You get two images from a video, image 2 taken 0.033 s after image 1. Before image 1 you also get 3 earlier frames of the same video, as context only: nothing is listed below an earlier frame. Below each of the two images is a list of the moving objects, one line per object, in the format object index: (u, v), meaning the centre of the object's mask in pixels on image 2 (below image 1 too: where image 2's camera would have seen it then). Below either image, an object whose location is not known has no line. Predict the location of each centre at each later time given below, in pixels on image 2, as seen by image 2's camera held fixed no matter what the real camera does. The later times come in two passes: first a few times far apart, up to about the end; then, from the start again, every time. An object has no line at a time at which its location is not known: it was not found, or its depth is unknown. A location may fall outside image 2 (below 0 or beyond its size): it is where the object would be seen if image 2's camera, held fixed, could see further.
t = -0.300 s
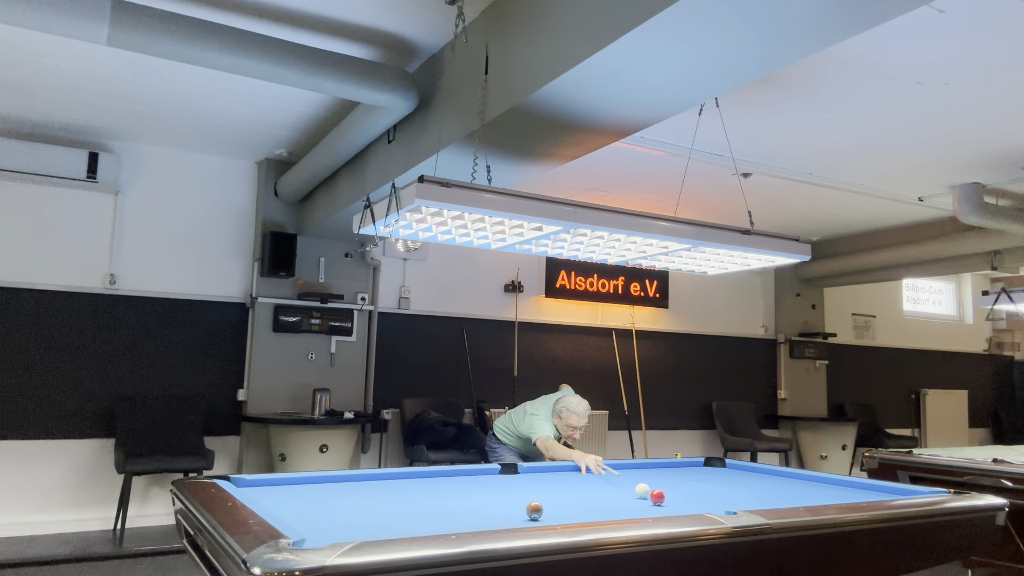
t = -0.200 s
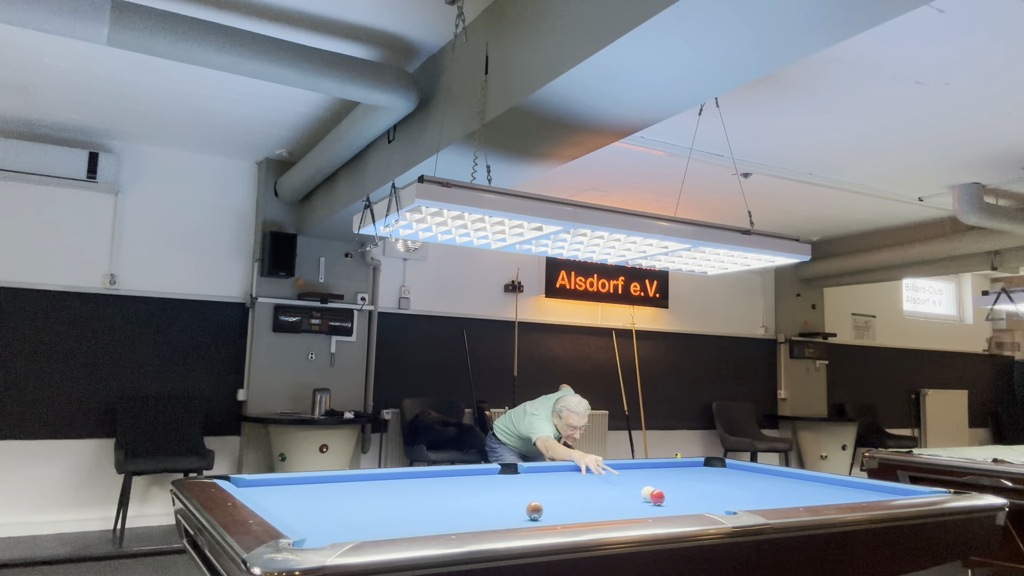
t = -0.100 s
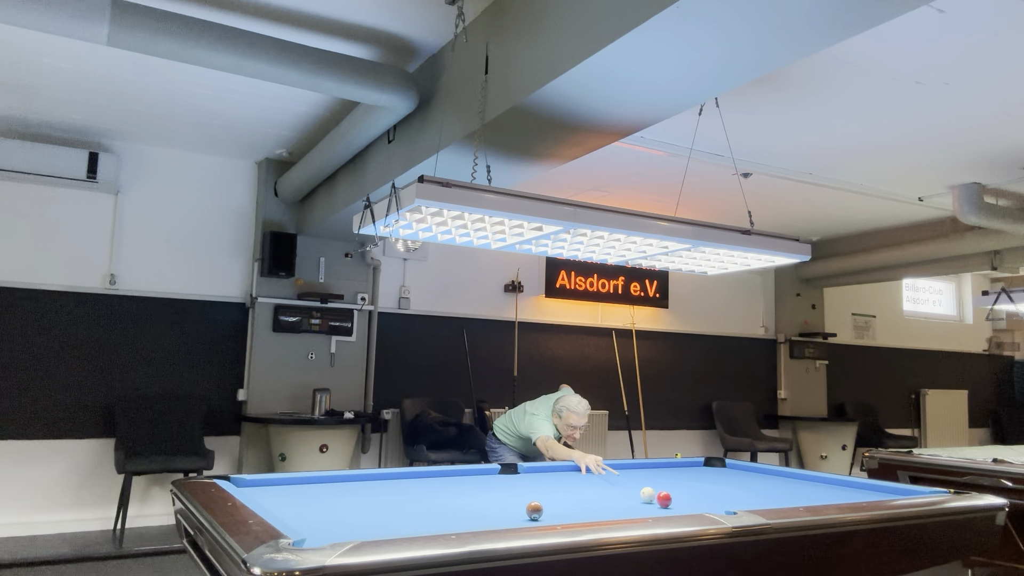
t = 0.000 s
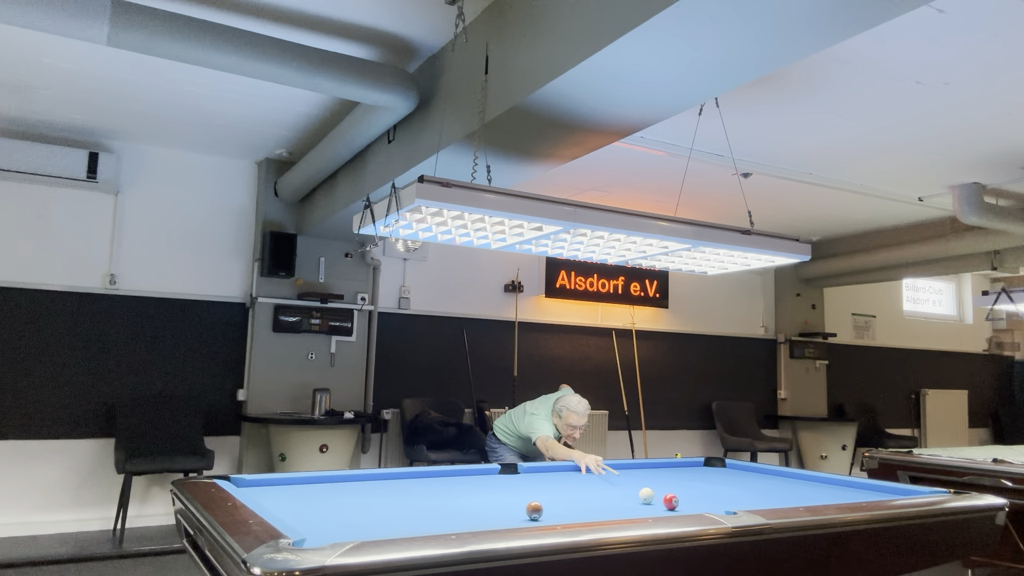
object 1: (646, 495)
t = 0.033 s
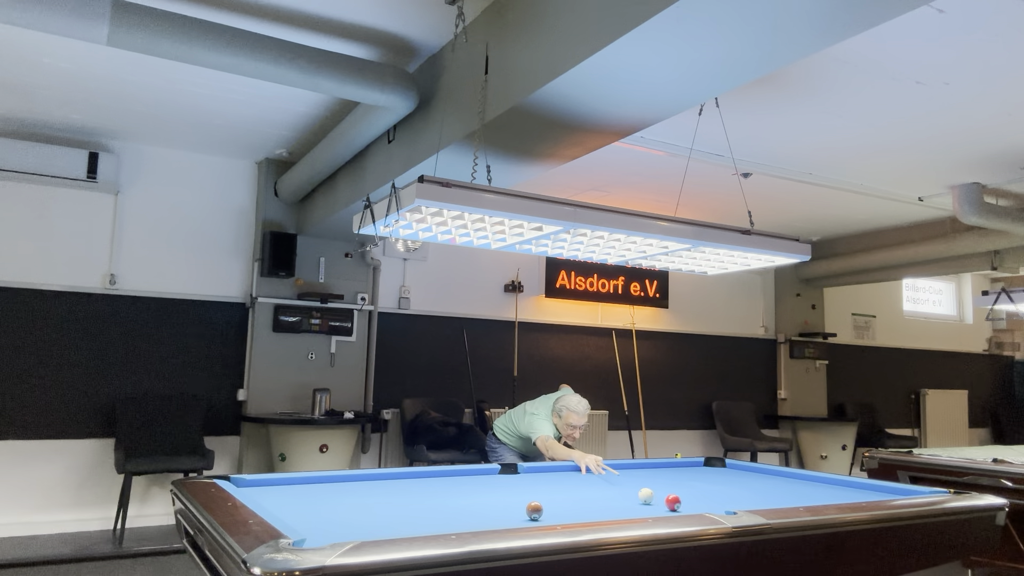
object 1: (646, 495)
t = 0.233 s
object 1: (643, 497)
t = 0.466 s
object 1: (640, 499)
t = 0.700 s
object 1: (638, 500)
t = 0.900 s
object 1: (635, 501)
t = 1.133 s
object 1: (633, 502)
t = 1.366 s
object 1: (631, 503)
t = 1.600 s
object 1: (629, 504)
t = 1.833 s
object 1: (628, 504)
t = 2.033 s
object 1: (626, 505)
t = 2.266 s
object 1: (626, 505)
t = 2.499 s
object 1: (626, 505)
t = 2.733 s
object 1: (626, 505)
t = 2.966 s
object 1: (626, 505)
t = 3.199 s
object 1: (626, 505)
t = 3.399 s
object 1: (626, 505)
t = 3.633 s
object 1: (626, 505)
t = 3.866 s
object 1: (626, 505)
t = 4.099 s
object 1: (626, 505)
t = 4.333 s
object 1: (626, 505)
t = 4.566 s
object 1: (626, 505)
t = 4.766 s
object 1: (626, 505)
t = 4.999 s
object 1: (626, 505)
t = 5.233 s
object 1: (626, 505)
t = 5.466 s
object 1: (626, 505)
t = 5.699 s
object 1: (626, 505)
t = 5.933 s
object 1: (625, 505)
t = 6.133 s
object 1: (626, 505)
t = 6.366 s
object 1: (626, 505)
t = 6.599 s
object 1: (626, 505)
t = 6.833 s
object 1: (626, 505)
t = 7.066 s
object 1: (626, 505)
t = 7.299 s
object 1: (626, 505)
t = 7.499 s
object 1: (626, 505)
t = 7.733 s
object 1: (626, 505)
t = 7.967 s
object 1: (626, 505)
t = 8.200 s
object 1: (626, 505)
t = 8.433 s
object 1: (626, 505)
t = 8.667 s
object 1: (626, 505)
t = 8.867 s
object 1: (626, 505)
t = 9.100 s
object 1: (626, 505)
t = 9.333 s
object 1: (626, 505)
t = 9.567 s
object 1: (626, 505)
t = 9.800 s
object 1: (626, 505)
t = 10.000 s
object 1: (626, 505)
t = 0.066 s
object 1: (645, 496)
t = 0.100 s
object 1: (645, 496)
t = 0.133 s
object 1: (645, 496)
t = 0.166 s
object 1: (644, 497)
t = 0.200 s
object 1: (644, 497)
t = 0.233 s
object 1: (643, 497)
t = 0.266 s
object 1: (643, 497)
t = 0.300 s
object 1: (642, 498)
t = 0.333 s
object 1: (642, 498)
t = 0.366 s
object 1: (641, 498)
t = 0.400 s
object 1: (641, 498)
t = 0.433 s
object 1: (641, 498)
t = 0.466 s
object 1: (640, 499)
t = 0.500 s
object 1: (640, 499)
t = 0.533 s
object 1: (639, 499)
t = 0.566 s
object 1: (639, 499)
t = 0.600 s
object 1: (639, 499)
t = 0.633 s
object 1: (638, 500)
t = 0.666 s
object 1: (638, 500)
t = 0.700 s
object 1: (638, 500)
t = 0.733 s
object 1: (637, 500)
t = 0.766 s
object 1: (637, 500)
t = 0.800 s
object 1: (636, 500)
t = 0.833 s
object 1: (636, 501)
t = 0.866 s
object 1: (636, 501)
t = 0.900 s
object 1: (635, 501)
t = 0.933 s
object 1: (635, 501)
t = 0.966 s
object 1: (635, 501)
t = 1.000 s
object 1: (634, 501)
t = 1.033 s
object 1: (634, 502)
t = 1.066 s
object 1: (634, 502)
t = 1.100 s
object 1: (634, 502)
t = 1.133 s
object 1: (633, 502)
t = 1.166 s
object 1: (633, 502)
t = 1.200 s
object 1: (633, 502)
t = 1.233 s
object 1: (632, 502)
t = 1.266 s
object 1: (632, 503)
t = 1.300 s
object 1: (632, 503)
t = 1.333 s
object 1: (631, 503)
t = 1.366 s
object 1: (631, 503)
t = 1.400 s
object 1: (631, 503)
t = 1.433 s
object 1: (631, 503)
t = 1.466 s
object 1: (630, 503)
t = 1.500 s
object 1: (630, 503)
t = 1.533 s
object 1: (630, 504)
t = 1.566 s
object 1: (629, 504)
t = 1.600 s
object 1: (629, 504)
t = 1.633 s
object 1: (629, 504)
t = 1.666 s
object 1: (629, 504)
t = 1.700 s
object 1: (628, 504)
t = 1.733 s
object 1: (628, 504)
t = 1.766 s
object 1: (628, 504)
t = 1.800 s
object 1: (628, 504)
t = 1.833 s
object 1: (628, 504)
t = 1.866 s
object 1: (627, 504)
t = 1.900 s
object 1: (627, 504)
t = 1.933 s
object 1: (627, 504)
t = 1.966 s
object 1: (627, 504)
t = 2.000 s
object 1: (627, 505)
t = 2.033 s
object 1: (626, 505)
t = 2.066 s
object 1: (626, 505)
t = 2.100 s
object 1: (626, 505)
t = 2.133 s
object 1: (626, 505)
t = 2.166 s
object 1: (626, 505)
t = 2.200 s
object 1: (626, 505)
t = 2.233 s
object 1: (626, 505)
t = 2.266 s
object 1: (626, 505)
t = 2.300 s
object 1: (626, 505)
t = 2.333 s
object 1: (626, 505)
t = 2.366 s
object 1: (626, 505)
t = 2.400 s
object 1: (626, 505)
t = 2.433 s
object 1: (626, 505)
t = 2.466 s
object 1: (626, 505)
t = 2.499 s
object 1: (626, 505)
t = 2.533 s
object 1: (626, 505)
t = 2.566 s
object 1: (626, 505)
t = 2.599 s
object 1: (626, 505)
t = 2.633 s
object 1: (626, 505)
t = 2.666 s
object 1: (626, 505)
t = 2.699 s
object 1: (626, 505)
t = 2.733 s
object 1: (626, 505)
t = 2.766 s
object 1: (626, 505)
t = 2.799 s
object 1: (626, 505)
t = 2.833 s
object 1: (626, 505)
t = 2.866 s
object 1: (626, 505)
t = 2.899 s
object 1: (626, 505)
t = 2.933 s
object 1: (626, 505)
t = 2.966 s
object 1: (626, 505)
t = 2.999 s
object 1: (626, 505)
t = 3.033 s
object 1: (626, 505)
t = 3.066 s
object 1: (626, 505)
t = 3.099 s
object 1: (626, 505)
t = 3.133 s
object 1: (626, 505)
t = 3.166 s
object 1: (626, 505)
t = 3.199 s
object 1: (626, 505)
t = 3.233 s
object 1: (626, 505)
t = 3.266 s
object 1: (626, 505)
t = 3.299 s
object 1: (626, 505)
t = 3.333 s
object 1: (626, 505)
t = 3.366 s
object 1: (626, 505)
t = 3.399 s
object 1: (626, 505)
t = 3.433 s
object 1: (626, 505)
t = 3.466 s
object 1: (626, 505)
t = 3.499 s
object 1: (626, 505)
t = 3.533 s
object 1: (626, 505)
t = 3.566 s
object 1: (626, 505)
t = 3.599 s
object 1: (626, 505)
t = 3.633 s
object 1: (626, 505)
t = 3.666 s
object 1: (626, 505)
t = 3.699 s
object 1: (626, 505)
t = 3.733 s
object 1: (626, 505)
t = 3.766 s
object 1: (626, 505)
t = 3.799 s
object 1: (626, 505)
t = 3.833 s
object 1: (625, 505)
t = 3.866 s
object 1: (626, 505)
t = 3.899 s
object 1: (626, 505)
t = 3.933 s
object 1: (626, 505)
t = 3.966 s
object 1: (626, 505)
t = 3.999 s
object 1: (626, 505)
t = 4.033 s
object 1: (626, 505)
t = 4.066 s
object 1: (626, 505)
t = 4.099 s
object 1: (626, 505)
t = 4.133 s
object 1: (626, 505)
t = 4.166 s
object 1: (626, 505)
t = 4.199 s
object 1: (626, 505)
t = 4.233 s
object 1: (626, 505)
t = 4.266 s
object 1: (626, 505)
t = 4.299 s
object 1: (626, 505)
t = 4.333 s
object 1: (626, 505)
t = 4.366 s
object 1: (626, 505)
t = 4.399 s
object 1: (626, 505)
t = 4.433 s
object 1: (626, 505)
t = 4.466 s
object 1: (626, 505)
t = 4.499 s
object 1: (626, 505)
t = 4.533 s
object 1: (626, 505)
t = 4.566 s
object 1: (626, 505)
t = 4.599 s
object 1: (626, 505)
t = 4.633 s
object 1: (626, 505)
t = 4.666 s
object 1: (626, 505)
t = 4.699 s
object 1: (626, 505)
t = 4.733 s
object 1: (626, 505)
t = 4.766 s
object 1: (626, 505)
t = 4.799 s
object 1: (626, 505)
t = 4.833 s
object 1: (626, 505)
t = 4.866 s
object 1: (626, 505)
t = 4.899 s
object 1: (626, 505)
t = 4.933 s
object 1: (626, 505)
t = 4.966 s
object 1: (626, 505)
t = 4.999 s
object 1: (626, 505)
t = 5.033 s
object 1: (626, 505)
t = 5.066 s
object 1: (626, 505)
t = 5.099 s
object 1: (626, 505)
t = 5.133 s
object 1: (626, 505)
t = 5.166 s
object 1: (625, 505)
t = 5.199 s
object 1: (626, 505)
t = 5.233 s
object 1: (626, 505)
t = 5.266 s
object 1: (626, 505)
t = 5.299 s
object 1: (626, 505)
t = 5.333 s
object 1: (626, 505)
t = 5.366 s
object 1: (626, 505)
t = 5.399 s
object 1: (626, 505)
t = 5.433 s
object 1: (626, 505)
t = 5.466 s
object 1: (626, 505)
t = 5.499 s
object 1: (626, 505)
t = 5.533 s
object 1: (626, 505)
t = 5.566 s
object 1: (626, 505)
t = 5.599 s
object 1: (626, 505)
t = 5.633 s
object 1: (626, 505)
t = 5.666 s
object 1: (625, 505)
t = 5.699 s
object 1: (626, 505)
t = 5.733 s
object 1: (626, 505)
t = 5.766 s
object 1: (626, 505)
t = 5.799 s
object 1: (626, 505)
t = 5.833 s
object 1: (626, 505)
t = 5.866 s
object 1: (626, 505)
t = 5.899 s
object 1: (626, 505)
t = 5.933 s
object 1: (625, 505)
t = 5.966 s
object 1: (626, 505)
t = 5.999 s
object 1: (626, 505)
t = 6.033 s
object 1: (626, 505)
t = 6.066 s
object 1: (626, 505)
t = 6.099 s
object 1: (626, 505)
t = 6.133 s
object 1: (626, 505)
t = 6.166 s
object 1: (626, 505)
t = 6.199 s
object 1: (625, 505)
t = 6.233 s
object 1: (626, 505)
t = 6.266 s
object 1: (626, 505)
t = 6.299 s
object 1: (626, 505)
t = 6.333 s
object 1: (626, 505)
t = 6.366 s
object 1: (626, 505)
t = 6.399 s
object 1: (626, 505)
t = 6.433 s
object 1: (625, 505)
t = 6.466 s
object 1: (626, 505)
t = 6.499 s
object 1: (626, 505)
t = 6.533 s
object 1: (626, 505)
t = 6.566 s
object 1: (626, 505)
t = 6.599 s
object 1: (626, 505)
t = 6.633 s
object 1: (626, 505)
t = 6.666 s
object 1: (626, 505)
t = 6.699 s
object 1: (626, 505)
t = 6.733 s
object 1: (626, 505)
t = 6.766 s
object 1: (626, 505)
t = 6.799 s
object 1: (626, 505)
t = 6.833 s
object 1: (626, 505)
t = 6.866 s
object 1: (626, 505)
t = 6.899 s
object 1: (626, 505)
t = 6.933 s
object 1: (626, 505)
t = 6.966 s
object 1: (626, 505)
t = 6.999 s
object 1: (626, 505)
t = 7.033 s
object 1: (626, 505)
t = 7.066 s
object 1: (626, 505)
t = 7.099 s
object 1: (626, 505)
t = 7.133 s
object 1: (626, 505)
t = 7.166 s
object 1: (626, 505)
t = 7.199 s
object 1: (626, 505)
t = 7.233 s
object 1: (626, 505)
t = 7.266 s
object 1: (626, 505)
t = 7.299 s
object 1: (626, 505)
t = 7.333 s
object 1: (626, 505)
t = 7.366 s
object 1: (626, 505)
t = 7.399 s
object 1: (626, 505)
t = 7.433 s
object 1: (626, 505)
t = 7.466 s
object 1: (626, 505)
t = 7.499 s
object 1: (626, 505)
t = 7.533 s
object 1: (626, 505)
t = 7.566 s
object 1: (626, 505)
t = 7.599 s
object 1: (626, 505)
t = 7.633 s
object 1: (626, 505)
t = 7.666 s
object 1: (626, 505)
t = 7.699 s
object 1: (626, 505)
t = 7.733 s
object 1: (626, 505)
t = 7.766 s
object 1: (626, 505)
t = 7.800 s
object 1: (626, 505)
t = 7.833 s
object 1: (626, 505)
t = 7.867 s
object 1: (626, 505)
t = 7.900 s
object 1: (626, 505)
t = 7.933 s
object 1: (626, 505)
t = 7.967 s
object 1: (626, 505)
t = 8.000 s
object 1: (626, 505)
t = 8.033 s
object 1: (626, 505)
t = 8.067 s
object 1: (626, 505)
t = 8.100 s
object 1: (626, 505)
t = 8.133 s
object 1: (626, 505)
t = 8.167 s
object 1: (626, 505)
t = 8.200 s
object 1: (626, 505)
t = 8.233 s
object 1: (626, 505)
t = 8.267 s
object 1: (626, 505)
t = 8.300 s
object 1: (626, 505)
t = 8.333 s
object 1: (626, 505)
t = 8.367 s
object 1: (626, 505)
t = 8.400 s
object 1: (626, 505)
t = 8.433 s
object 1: (626, 505)
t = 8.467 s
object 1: (626, 505)
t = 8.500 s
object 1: (626, 505)
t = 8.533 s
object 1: (626, 505)
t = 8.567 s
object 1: (626, 505)
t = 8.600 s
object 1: (626, 505)
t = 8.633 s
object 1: (626, 505)
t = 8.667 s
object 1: (626, 505)
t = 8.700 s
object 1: (626, 505)
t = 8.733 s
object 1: (626, 505)
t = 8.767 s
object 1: (626, 505)
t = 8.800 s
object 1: (626, 505)
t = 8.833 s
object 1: (626, 505)
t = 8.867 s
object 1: (626, 505)
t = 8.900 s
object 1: (626, 505)
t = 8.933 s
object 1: (626, 505)
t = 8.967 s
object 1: (626, 505)
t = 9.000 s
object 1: (626, 505)
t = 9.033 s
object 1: (626, 505)
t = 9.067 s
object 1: (626, 505)
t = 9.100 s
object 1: (626, 505)
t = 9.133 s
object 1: (626, 505)
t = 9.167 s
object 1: (626, 505)
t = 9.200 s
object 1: (626, 505)
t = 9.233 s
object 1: (626, 505)
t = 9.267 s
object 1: (626, 505)
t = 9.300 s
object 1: (626, 505)
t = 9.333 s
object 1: (626, 505)
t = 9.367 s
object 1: (626, 505)
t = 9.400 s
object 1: (626, 505)
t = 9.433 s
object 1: (626, 505)
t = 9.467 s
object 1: (626, 505)
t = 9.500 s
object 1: (626, 505)
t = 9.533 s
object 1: (626, 505)
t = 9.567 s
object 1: (626, 505)
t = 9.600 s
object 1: (626, 505)
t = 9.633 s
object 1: (626, 505)
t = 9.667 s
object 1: (626, 505)
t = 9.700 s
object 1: (626, 505)
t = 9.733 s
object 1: (626, 505)
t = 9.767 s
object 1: (626, 505)
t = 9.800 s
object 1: (626, 505)
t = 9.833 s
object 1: (626, 505)
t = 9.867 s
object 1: (626, 505)
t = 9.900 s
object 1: (626, 505)
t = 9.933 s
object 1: (626, 505)
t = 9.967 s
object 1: (626, 505)
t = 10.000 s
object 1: (626, 505)
